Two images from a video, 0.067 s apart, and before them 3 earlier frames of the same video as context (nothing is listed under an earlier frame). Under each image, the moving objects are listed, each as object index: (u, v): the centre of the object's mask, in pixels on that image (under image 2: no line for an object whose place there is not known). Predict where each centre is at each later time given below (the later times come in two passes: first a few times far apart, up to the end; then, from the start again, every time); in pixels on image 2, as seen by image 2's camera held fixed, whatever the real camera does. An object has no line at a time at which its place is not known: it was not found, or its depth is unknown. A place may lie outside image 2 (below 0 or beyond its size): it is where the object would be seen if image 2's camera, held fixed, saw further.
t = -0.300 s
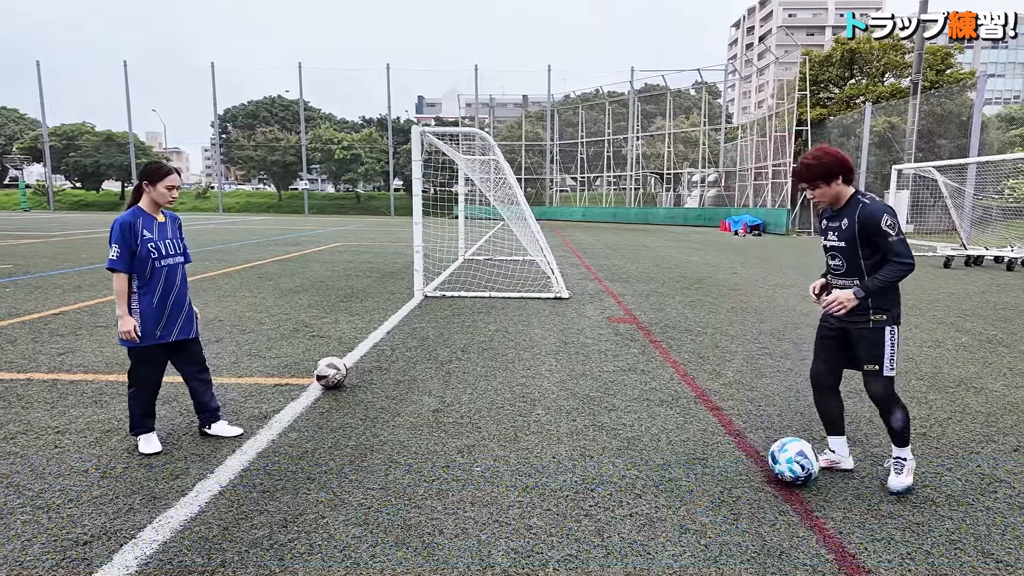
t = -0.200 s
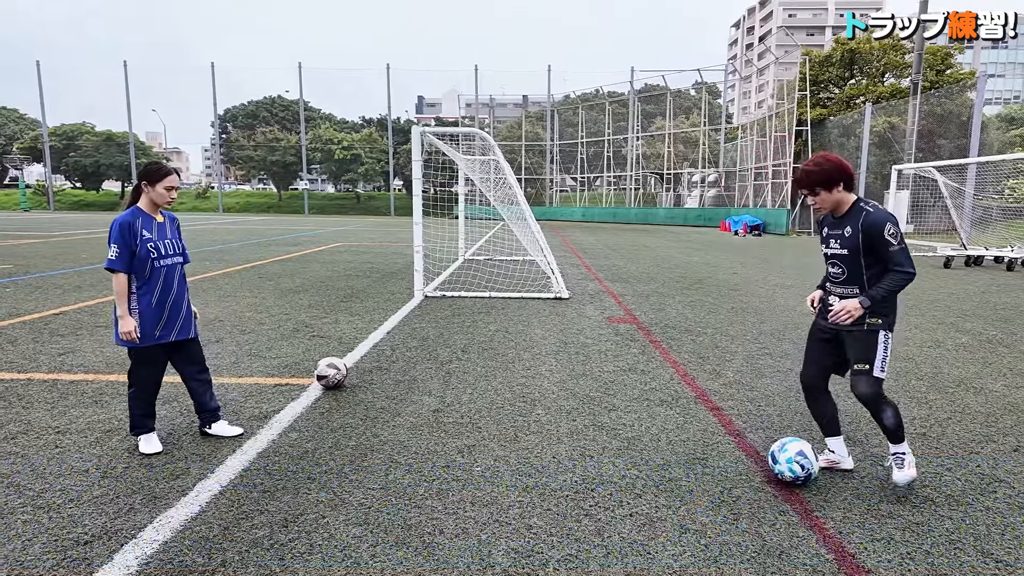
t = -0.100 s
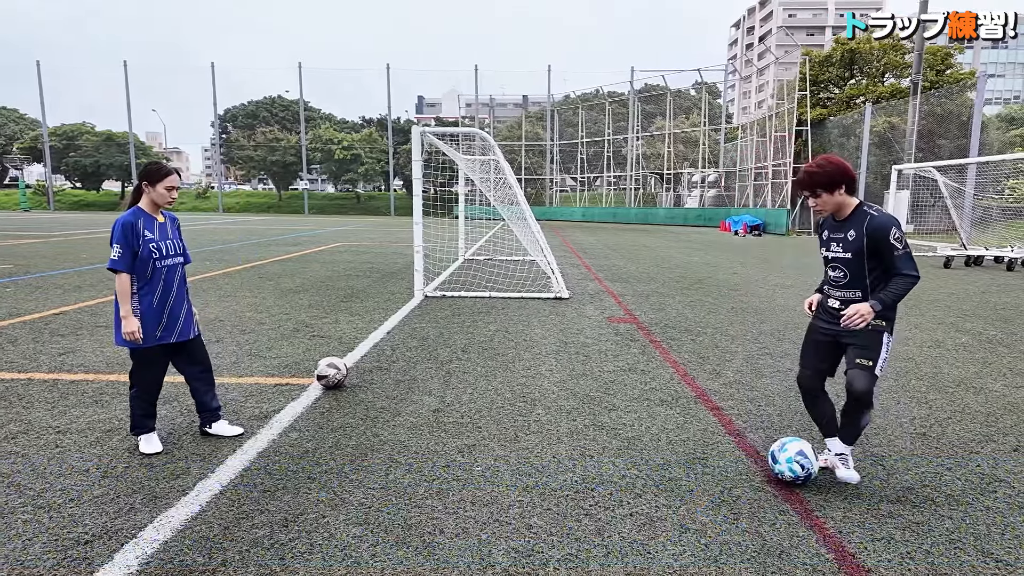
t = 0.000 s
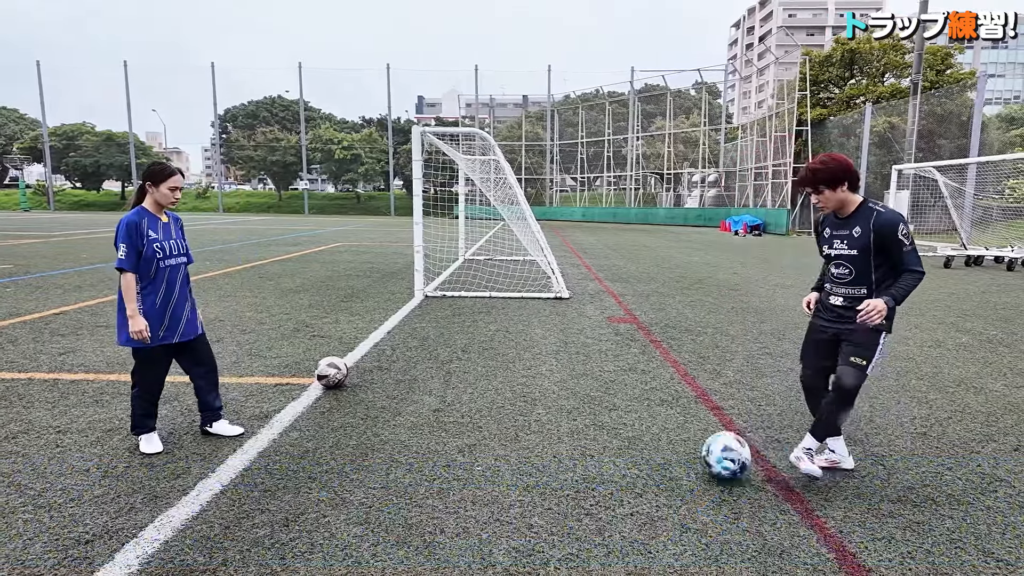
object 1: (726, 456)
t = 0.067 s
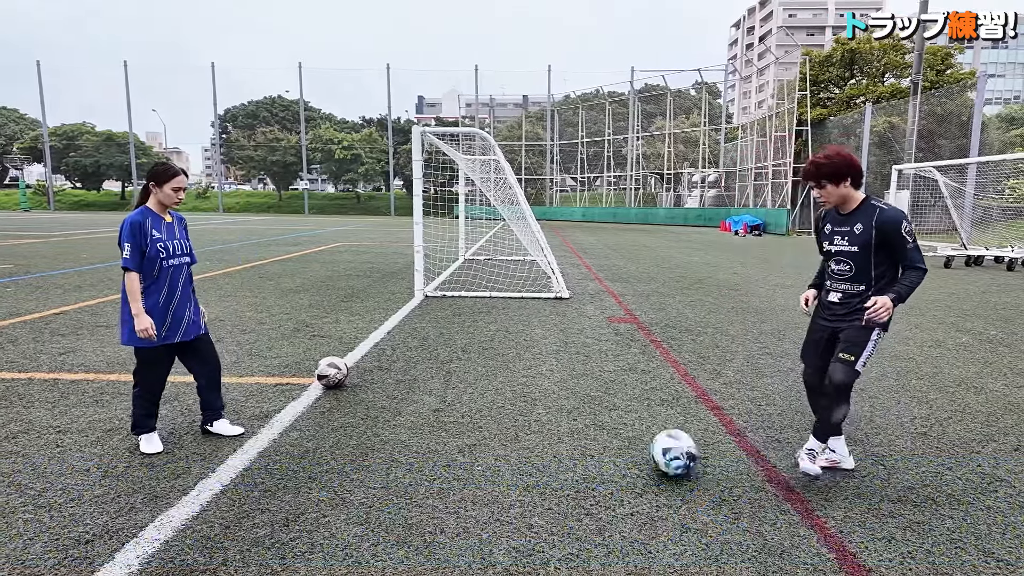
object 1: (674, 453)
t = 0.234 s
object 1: (567, 448)
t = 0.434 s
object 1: (467, 443)
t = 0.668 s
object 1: (357, 439)
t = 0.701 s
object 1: (343, 439)
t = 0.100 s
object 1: (650, 451)
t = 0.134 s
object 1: (626, 451)
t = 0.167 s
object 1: (606, 449)
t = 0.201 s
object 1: (587, 447)
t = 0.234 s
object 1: (567, 448)
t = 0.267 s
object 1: (550, 445)
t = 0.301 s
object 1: (534, 443)
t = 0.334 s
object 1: (517, 444)
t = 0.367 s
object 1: (501, 444)
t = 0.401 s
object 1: (484, 443)
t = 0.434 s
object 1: (467, 443)
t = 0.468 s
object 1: (452, 441)
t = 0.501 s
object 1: (436, 441)
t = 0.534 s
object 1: (420, 441)
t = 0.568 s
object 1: (404, 441)
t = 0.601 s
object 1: (389, 441)
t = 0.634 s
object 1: (373, 440)
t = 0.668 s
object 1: (357, 439)
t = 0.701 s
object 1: (343, 439)
